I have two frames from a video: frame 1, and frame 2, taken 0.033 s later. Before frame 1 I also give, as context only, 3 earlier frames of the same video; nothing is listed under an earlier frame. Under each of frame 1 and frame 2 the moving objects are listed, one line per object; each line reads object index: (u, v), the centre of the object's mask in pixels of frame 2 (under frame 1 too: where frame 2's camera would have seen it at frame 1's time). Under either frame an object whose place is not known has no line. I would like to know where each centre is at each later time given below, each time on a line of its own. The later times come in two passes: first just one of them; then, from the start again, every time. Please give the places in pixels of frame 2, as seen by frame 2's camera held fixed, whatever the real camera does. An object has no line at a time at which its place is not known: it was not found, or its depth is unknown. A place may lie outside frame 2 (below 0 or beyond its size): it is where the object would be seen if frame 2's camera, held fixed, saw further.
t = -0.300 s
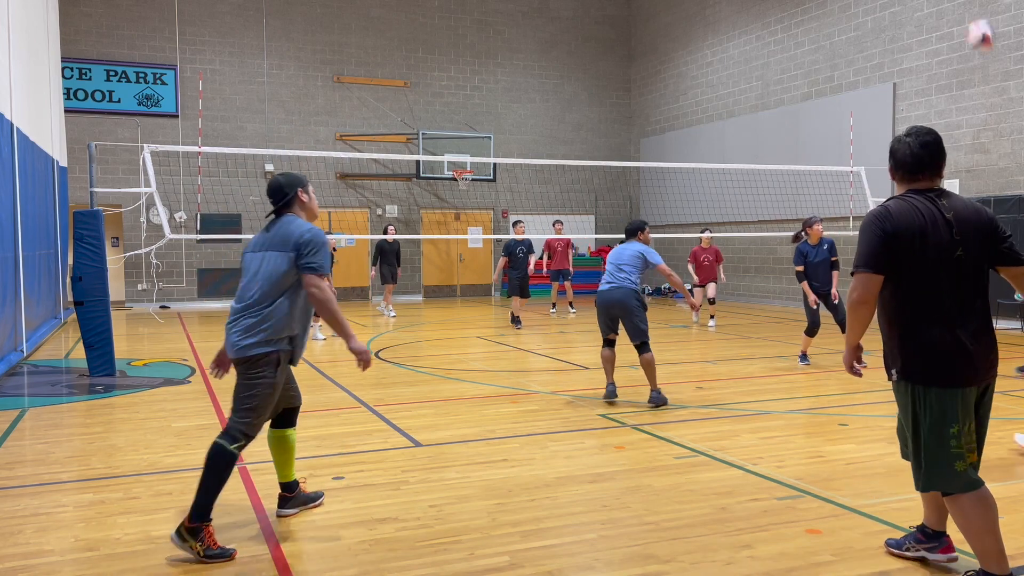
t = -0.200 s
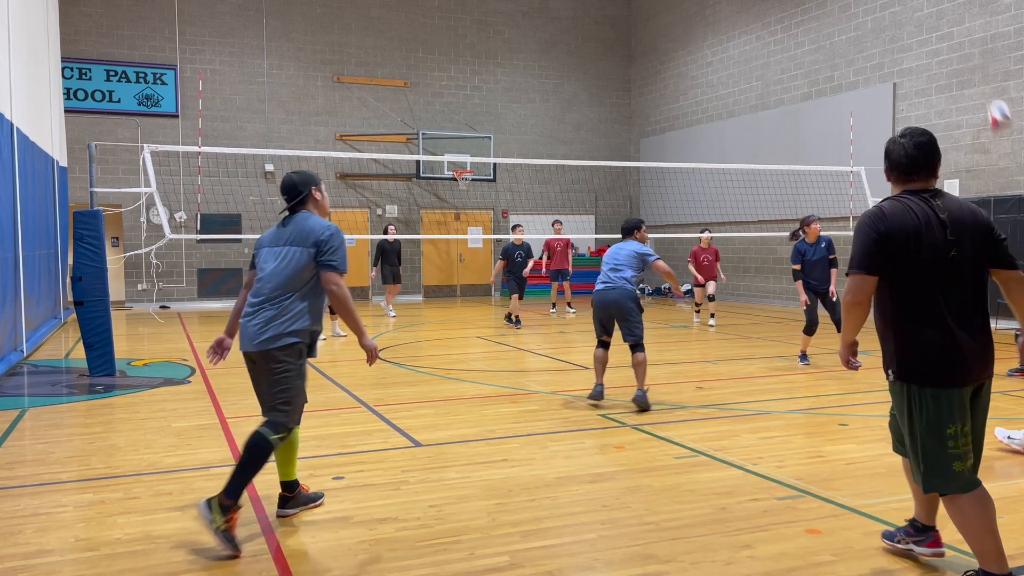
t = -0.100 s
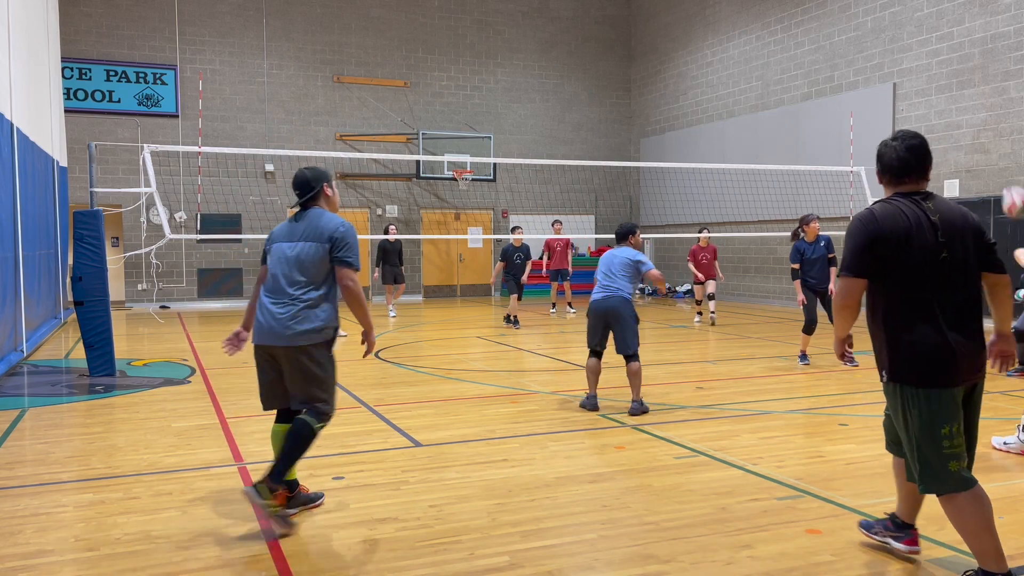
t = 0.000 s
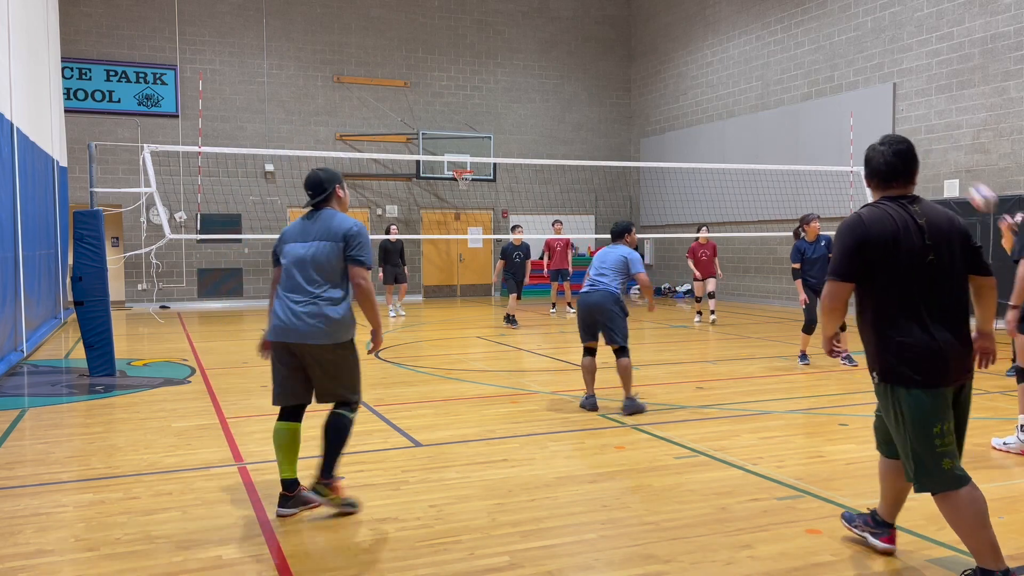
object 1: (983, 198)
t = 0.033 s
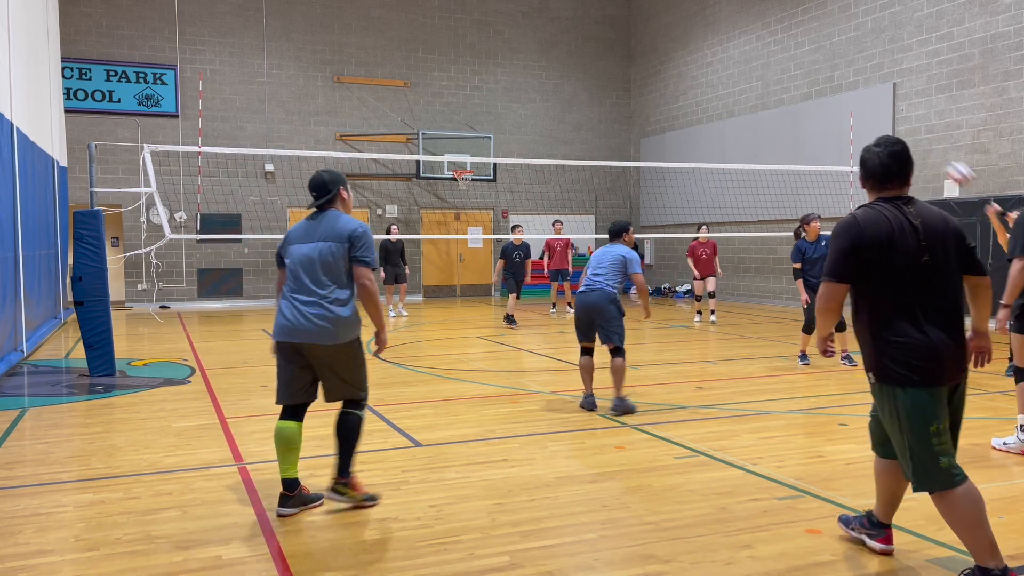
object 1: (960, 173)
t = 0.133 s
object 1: (902, 120)
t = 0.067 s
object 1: (940, 155)
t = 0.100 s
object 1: (921, 136)
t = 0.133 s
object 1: (902, 120)
